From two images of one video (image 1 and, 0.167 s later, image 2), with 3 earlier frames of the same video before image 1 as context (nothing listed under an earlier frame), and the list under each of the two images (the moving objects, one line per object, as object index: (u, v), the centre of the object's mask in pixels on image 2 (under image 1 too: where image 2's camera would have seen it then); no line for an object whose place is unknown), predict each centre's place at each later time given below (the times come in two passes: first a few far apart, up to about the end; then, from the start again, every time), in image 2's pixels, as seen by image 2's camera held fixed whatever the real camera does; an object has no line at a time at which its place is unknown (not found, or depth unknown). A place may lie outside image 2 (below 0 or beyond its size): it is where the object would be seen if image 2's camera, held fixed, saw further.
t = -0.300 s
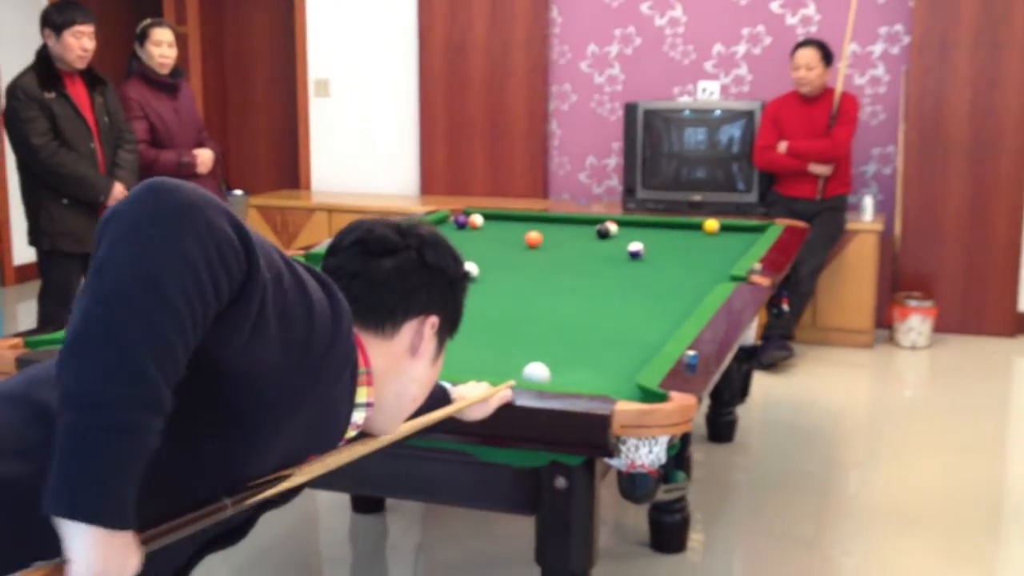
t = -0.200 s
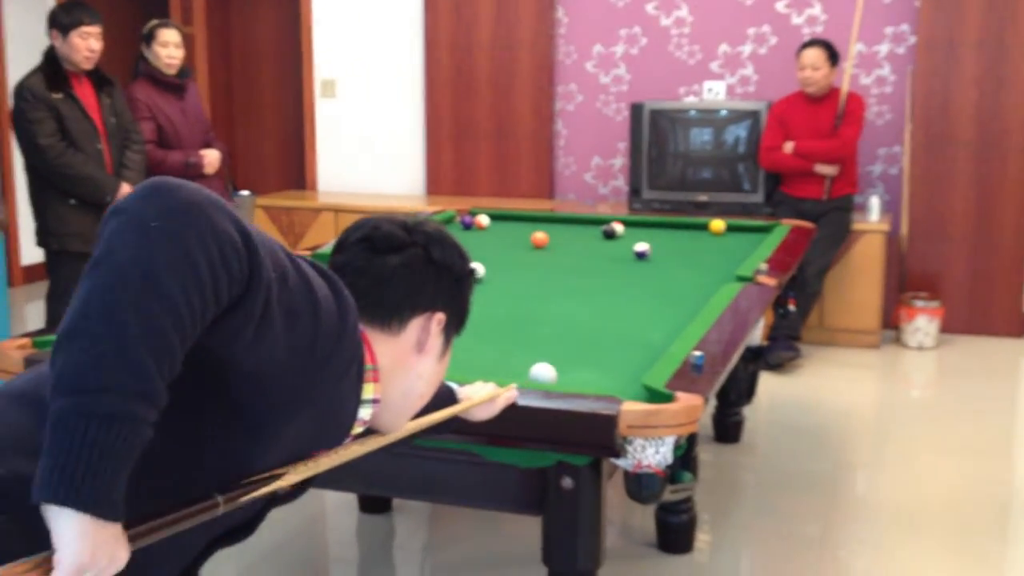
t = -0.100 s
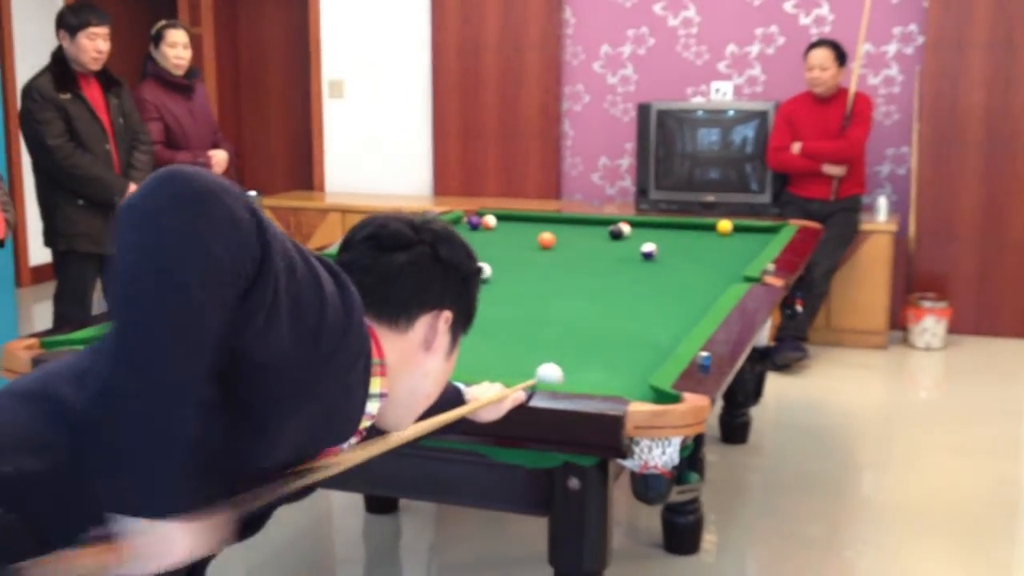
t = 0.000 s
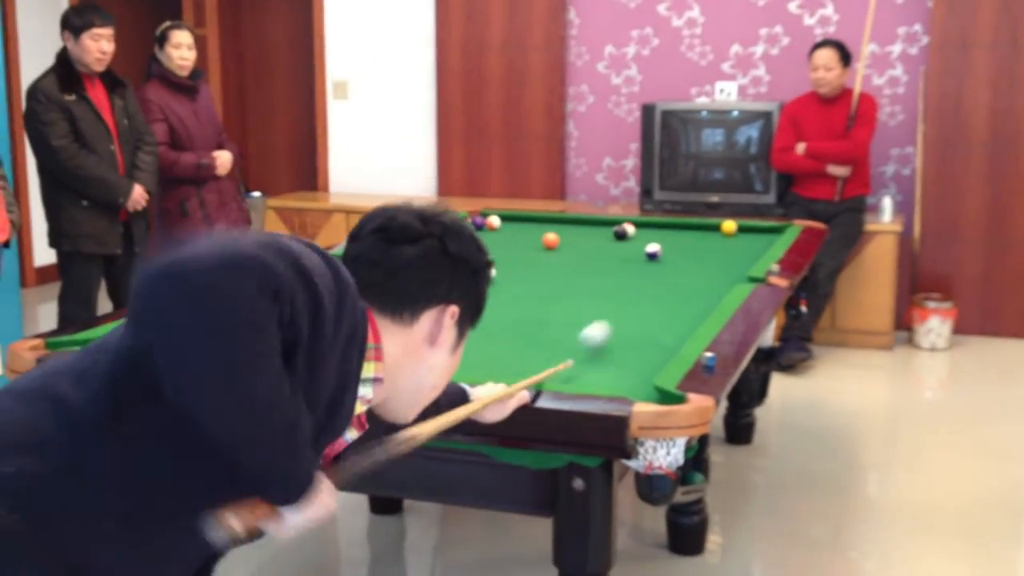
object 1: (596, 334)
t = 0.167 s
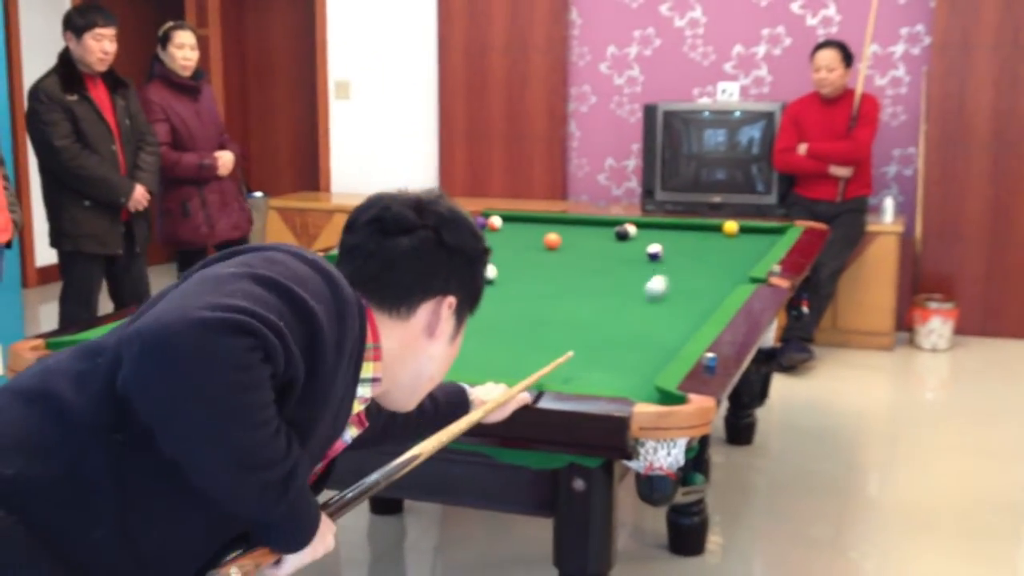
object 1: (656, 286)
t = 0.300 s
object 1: (690, 258)
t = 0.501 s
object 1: (721, 229)
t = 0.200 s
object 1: (666, 278)
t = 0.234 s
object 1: (674, 271)
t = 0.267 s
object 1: (682, 264)
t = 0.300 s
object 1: (690, 258)
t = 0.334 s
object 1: (697, 252)
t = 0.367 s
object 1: (703, 247)
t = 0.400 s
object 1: (709, 242)
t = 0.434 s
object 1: (714, 237)
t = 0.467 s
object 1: (720, 233)
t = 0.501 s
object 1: (721, 229)
